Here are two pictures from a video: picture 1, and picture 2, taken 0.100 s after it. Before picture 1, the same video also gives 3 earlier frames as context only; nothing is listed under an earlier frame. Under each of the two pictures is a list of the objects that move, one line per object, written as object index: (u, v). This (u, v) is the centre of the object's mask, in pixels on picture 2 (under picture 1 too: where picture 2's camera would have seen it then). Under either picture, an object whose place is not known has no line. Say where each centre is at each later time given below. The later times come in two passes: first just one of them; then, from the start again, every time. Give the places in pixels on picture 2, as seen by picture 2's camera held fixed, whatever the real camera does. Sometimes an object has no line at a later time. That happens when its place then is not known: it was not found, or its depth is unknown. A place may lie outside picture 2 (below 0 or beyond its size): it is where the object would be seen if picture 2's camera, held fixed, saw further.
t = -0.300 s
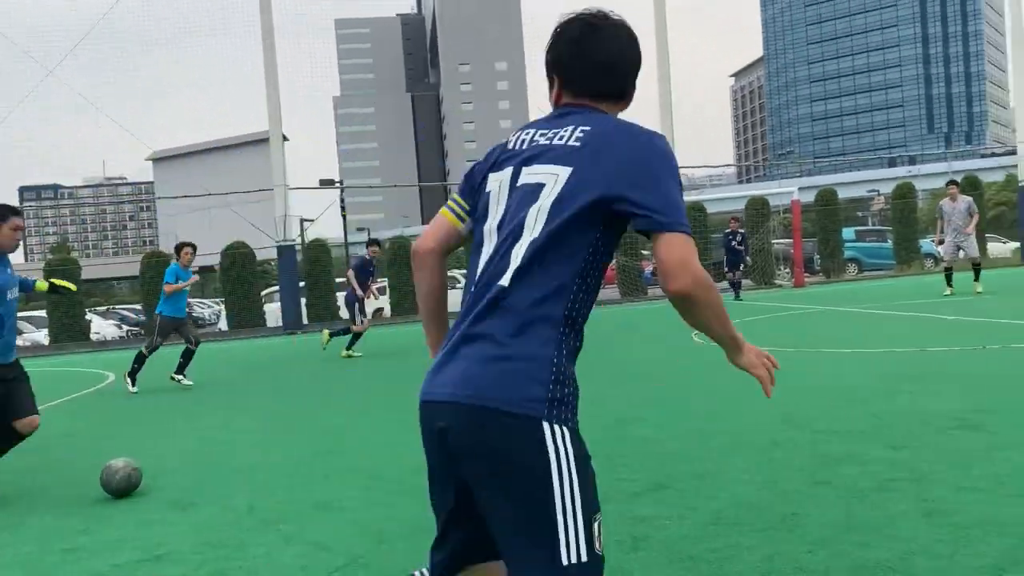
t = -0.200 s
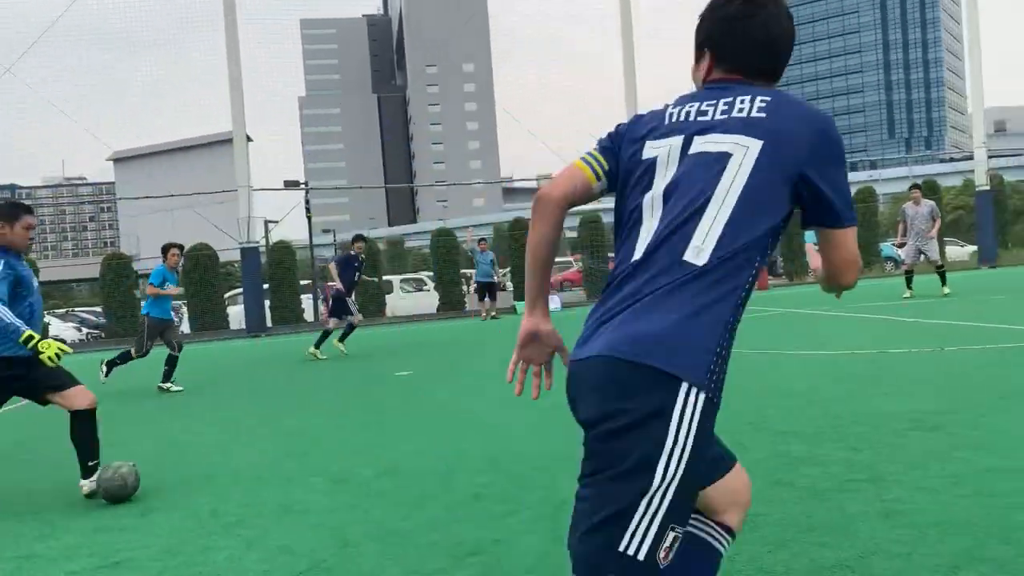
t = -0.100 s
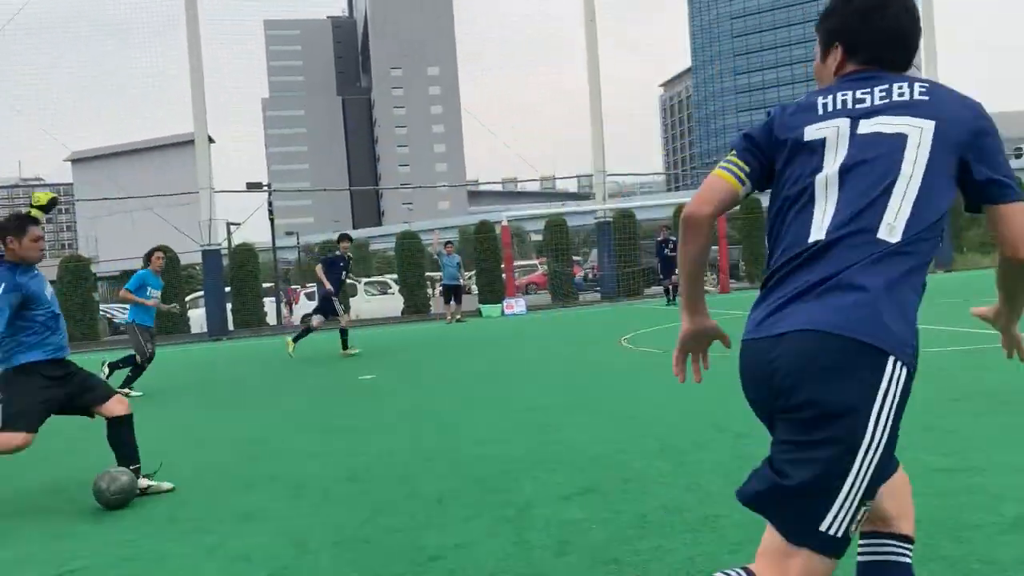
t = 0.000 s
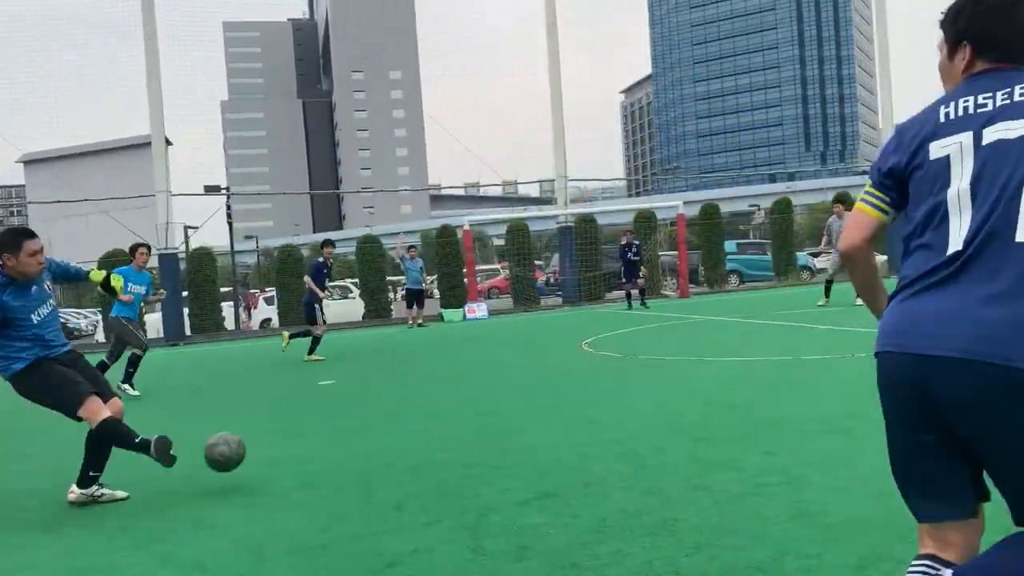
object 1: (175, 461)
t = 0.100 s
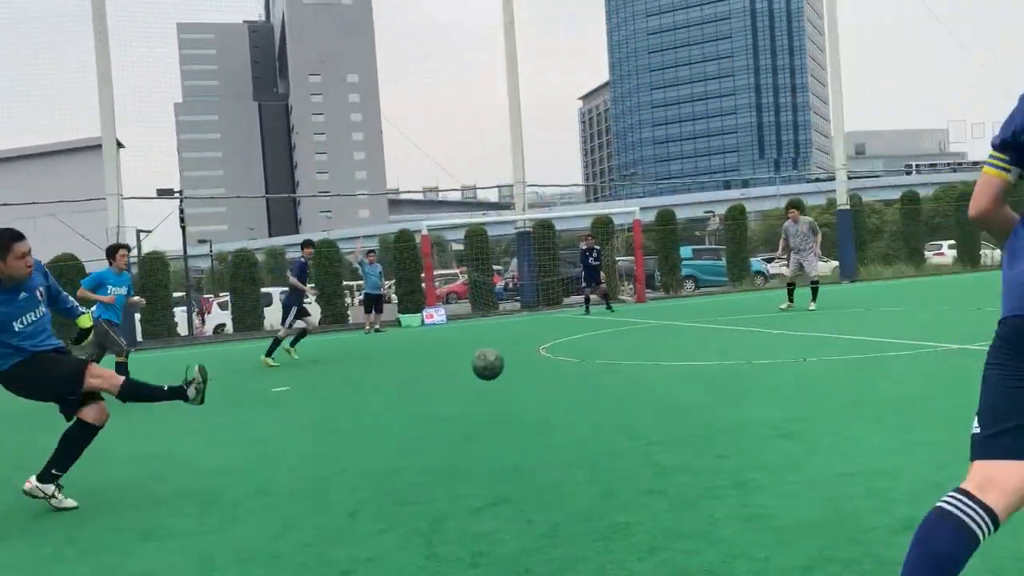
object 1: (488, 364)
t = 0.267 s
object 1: (789, 306)
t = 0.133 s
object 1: (564, 345)
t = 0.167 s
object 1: (630, 331)
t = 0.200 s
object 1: (689, 320)
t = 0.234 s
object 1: (741, 311)
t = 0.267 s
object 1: (789, 306)
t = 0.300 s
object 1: (831, 302)
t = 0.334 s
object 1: (869, 301)
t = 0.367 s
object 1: (904, 300)
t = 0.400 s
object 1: (937, 300)
